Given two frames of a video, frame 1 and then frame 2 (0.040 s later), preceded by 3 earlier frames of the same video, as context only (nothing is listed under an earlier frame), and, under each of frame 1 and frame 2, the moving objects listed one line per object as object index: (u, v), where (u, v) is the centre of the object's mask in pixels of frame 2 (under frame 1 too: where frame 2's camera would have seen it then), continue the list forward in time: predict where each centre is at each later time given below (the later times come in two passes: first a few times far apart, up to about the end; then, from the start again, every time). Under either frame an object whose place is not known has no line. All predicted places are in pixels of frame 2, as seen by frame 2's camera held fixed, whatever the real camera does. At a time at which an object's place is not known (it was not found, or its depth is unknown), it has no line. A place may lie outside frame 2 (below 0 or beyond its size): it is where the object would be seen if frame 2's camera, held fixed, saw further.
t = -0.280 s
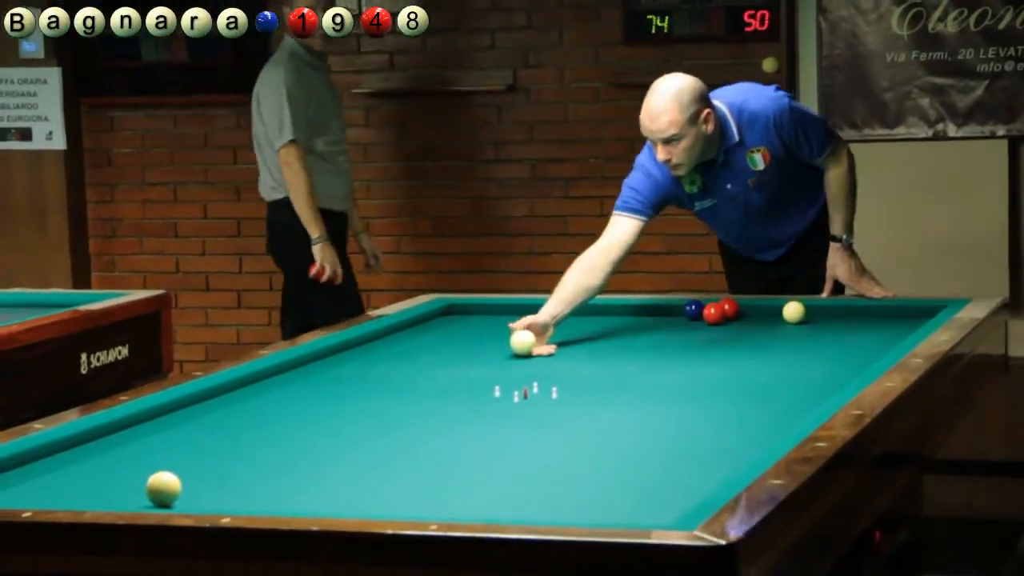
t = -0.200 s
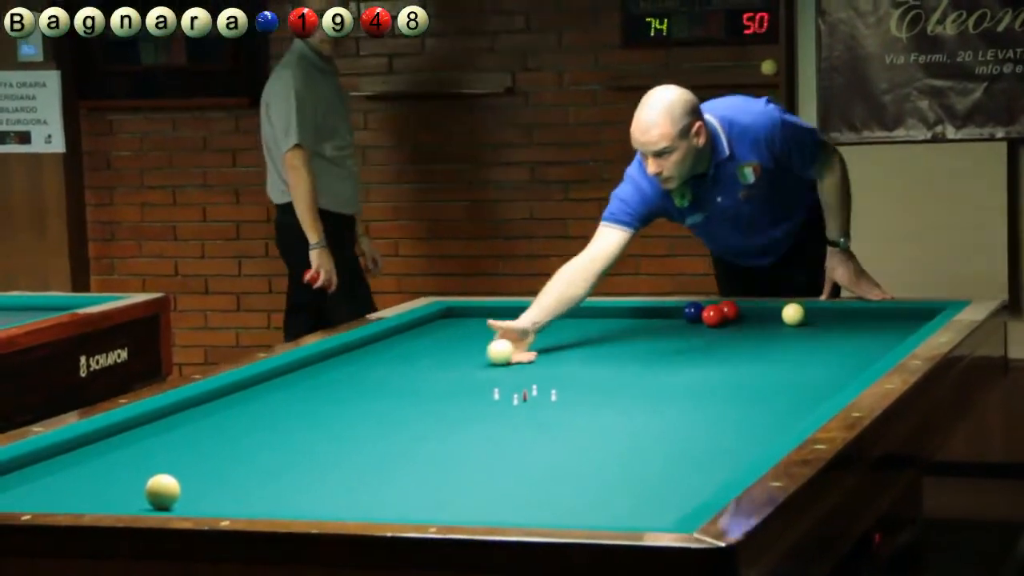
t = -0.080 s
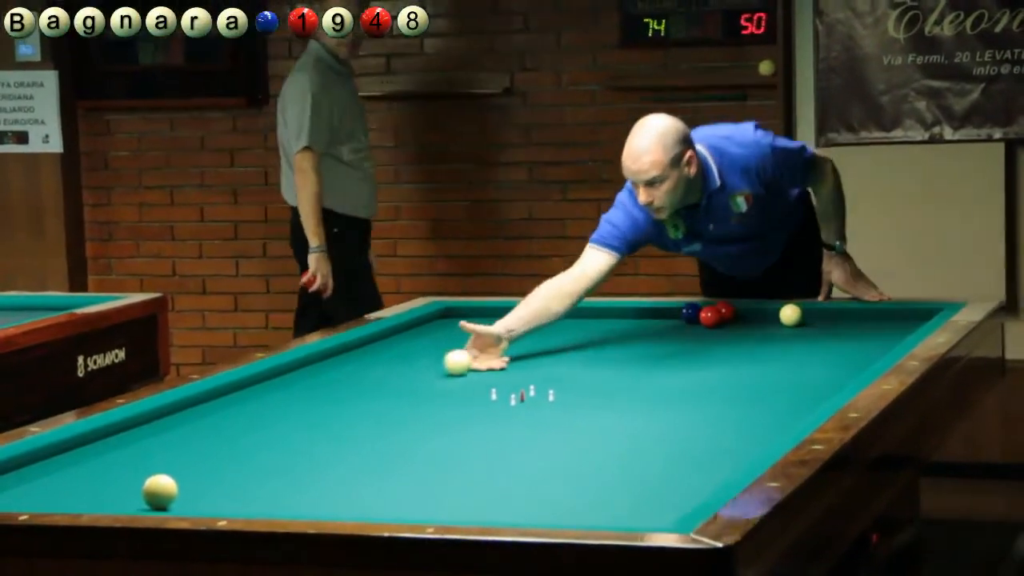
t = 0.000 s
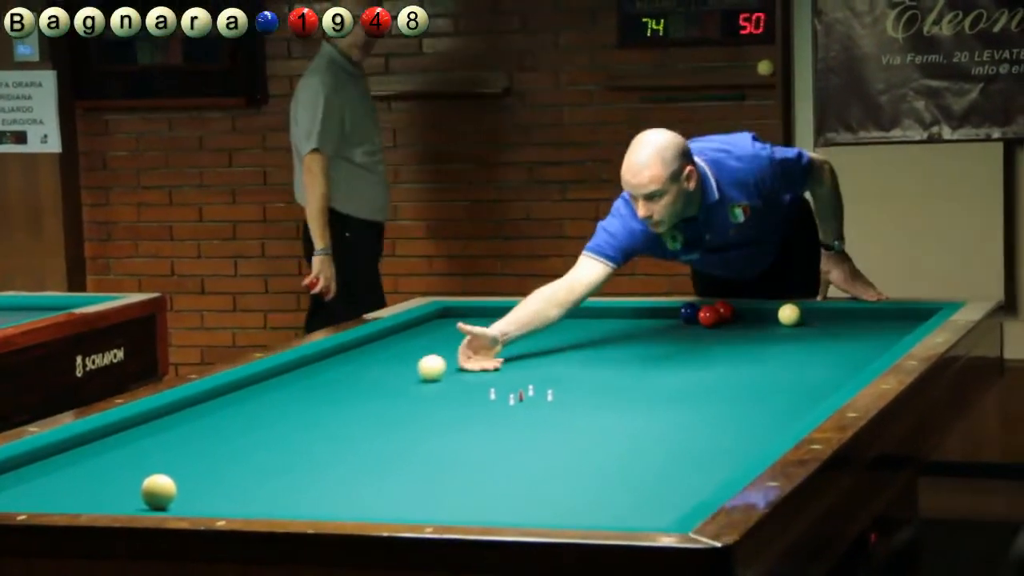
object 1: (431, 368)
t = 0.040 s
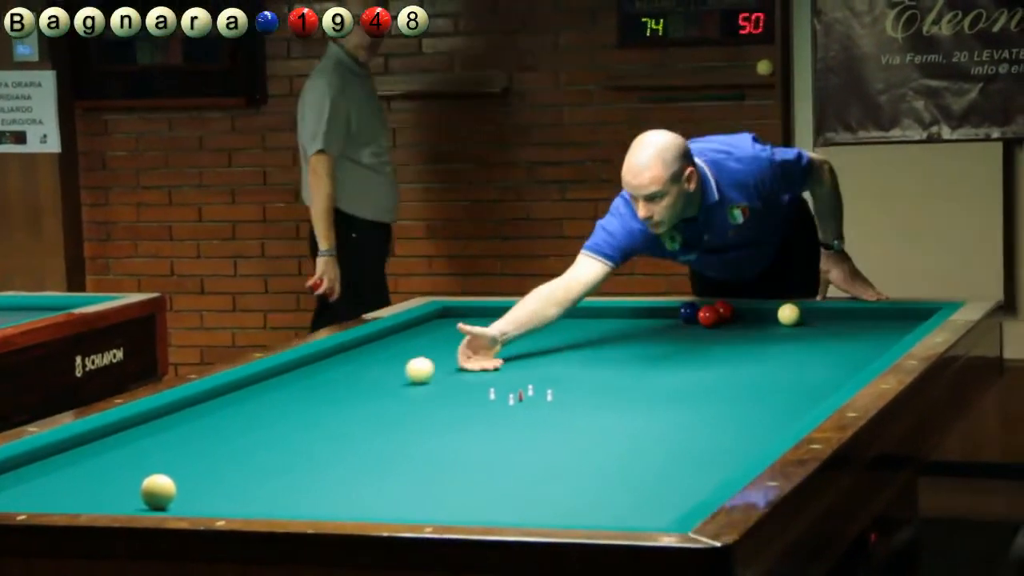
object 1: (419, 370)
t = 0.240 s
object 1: (361, 383)
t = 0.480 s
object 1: (287, 400)
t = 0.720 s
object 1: (206, 419)
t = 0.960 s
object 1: (118, 439)
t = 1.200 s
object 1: (23, 461)
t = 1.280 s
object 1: (11, 469)
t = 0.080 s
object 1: (408, 373)
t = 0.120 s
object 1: (396, 375)
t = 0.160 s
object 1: (385, 378)
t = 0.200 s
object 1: (373, 381)
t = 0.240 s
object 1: (361, 383)
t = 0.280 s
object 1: (349, 386)
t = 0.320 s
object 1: (337, 389)
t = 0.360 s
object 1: (325, 392)
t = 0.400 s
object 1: (312, 394)
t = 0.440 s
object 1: (300, 397)
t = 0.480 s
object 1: (287, 400)
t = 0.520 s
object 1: (274, 404)
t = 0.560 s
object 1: (260, 407)
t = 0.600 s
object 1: (247, 410)
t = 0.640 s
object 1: (234, 413)
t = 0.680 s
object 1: (220, 416)
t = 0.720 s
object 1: (206, 419)
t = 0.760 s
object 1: (192, 423)
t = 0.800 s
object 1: (178, 426)
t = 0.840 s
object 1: (163, 429)
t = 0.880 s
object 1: (148, 432)
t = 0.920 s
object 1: (133, 436)
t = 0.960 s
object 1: (118, 439)
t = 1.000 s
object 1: (102, 443)
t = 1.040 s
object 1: (87, 446)
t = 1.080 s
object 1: (71, 450)
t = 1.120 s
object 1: (55, 454)
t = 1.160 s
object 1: (38, 457)
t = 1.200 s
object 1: (23, 461)
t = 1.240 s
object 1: (14, 465)
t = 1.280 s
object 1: (11, 469)
